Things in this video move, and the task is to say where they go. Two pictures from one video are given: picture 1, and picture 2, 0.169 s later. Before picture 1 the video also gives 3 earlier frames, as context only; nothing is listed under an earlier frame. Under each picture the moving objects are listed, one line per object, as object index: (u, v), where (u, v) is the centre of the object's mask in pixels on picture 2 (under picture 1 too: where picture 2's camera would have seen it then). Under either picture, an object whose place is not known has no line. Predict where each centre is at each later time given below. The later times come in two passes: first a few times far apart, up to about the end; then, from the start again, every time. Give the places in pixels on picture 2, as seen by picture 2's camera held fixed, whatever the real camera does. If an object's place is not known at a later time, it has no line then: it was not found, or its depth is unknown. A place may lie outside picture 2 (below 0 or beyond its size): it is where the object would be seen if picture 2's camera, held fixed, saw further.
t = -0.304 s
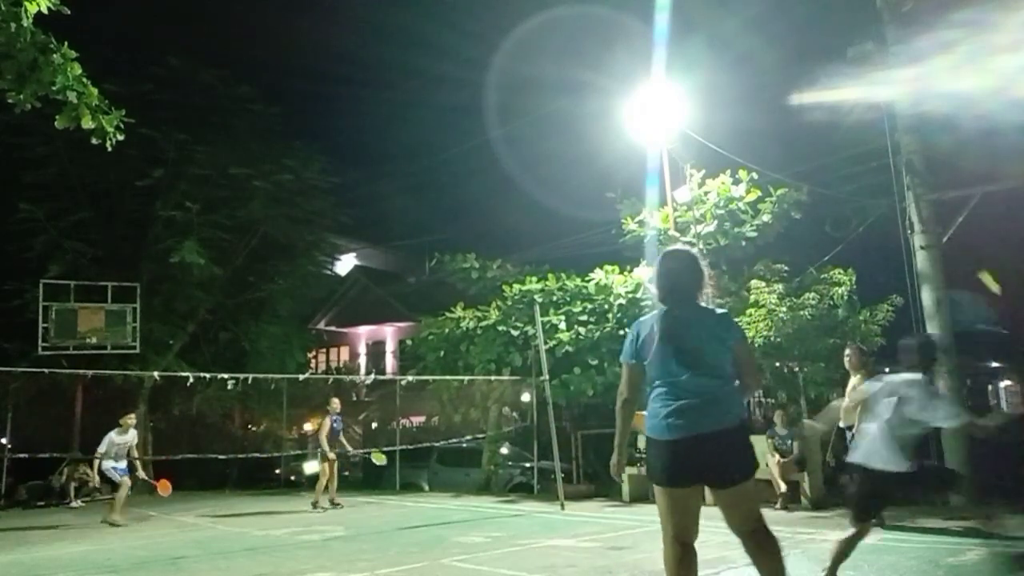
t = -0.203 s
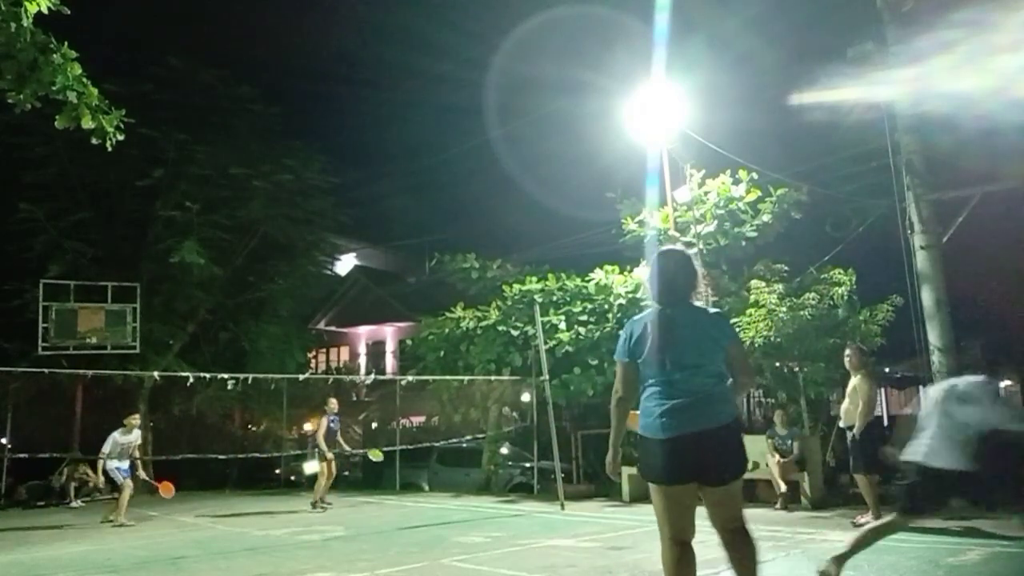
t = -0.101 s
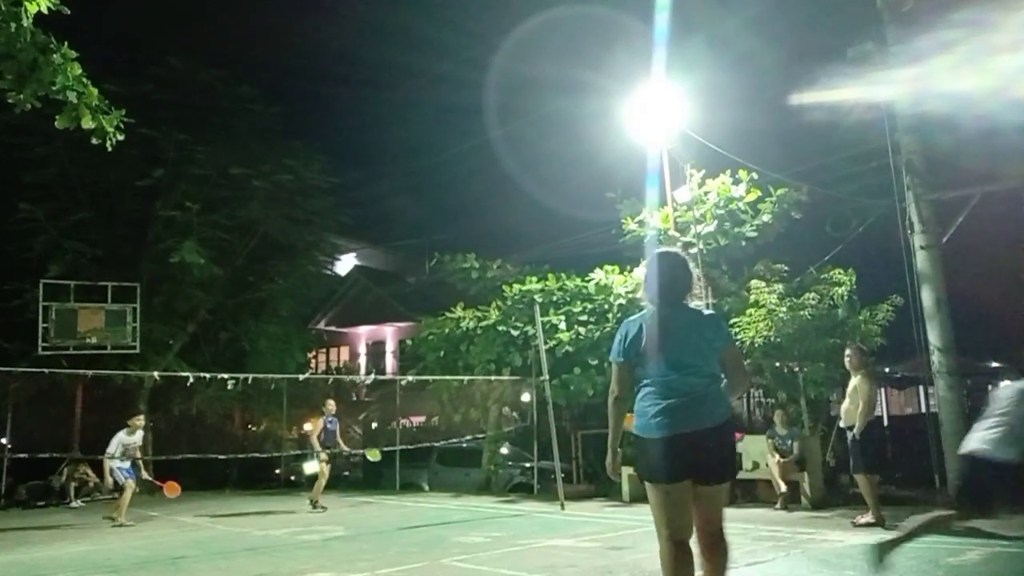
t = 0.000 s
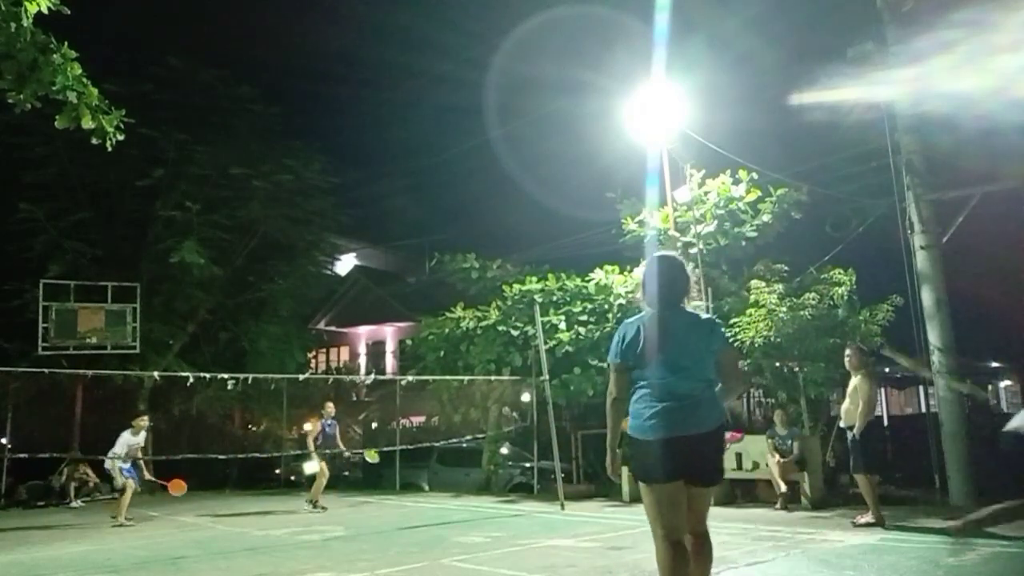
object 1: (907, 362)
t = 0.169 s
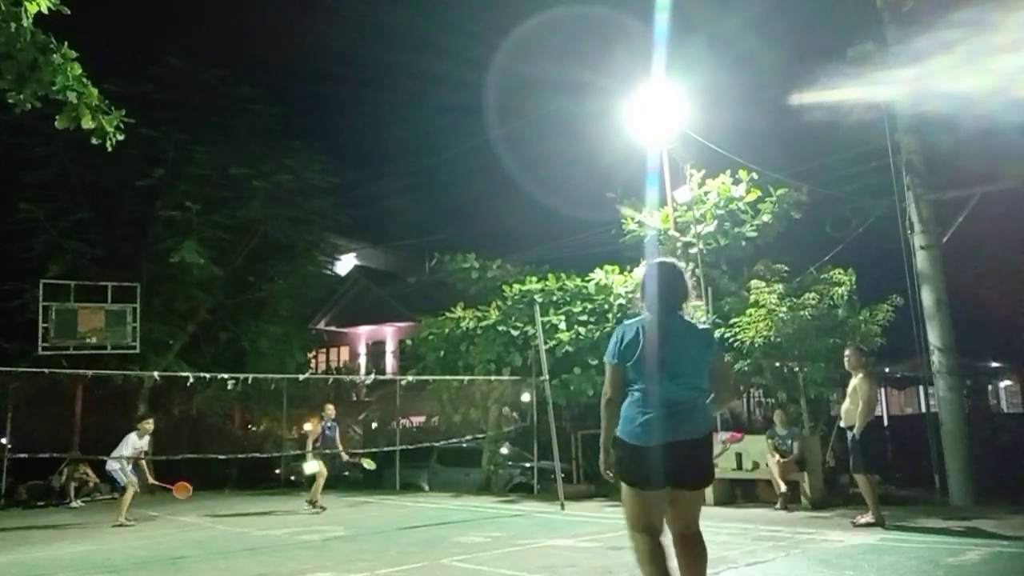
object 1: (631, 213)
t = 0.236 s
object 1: (574, 190)
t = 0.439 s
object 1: (439, 157)
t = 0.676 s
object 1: (337, 174)
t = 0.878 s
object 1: (271, 221)
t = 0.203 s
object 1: (605, 202)
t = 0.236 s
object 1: (574, 190)
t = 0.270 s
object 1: (546, 180)
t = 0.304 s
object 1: (521, 172)
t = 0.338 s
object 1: (498, 166)
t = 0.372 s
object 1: (477, 161)
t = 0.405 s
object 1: (458, 159)
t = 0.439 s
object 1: (439, 157)
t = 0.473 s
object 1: (422, 157)
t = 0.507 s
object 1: (406, 157)
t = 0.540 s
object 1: (391, 159)
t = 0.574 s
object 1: (376, 161)
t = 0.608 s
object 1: (363, 165)
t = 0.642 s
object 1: (349, 169)
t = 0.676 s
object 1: (337, 174)
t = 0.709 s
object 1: (325, 180)
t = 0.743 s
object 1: (313, 187)
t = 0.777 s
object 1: (302, 195)
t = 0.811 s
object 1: (291, 203)
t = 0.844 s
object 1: (281, 212)
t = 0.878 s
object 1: (271, 221)
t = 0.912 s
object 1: (262, 232)
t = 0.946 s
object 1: (252, 243)
